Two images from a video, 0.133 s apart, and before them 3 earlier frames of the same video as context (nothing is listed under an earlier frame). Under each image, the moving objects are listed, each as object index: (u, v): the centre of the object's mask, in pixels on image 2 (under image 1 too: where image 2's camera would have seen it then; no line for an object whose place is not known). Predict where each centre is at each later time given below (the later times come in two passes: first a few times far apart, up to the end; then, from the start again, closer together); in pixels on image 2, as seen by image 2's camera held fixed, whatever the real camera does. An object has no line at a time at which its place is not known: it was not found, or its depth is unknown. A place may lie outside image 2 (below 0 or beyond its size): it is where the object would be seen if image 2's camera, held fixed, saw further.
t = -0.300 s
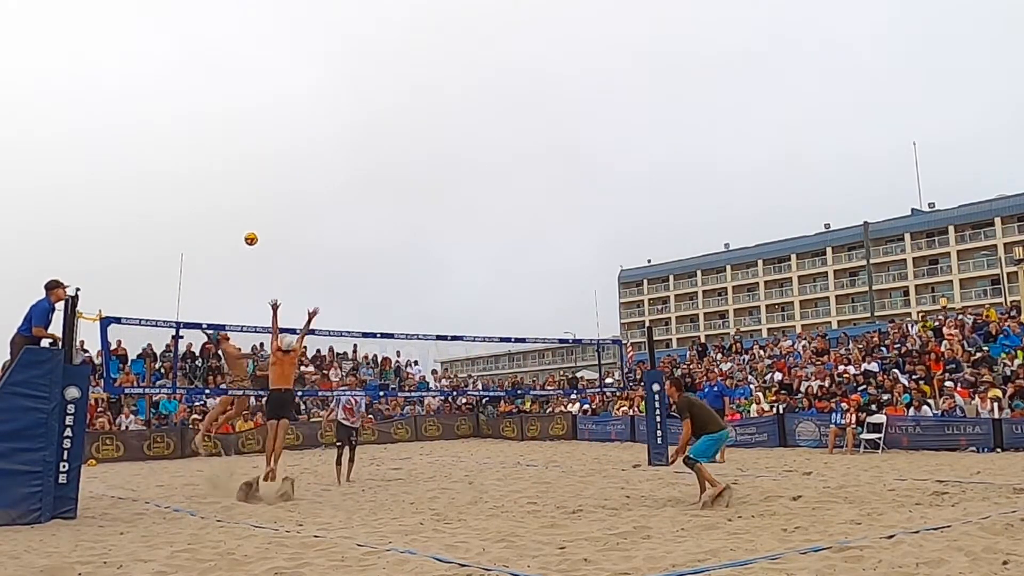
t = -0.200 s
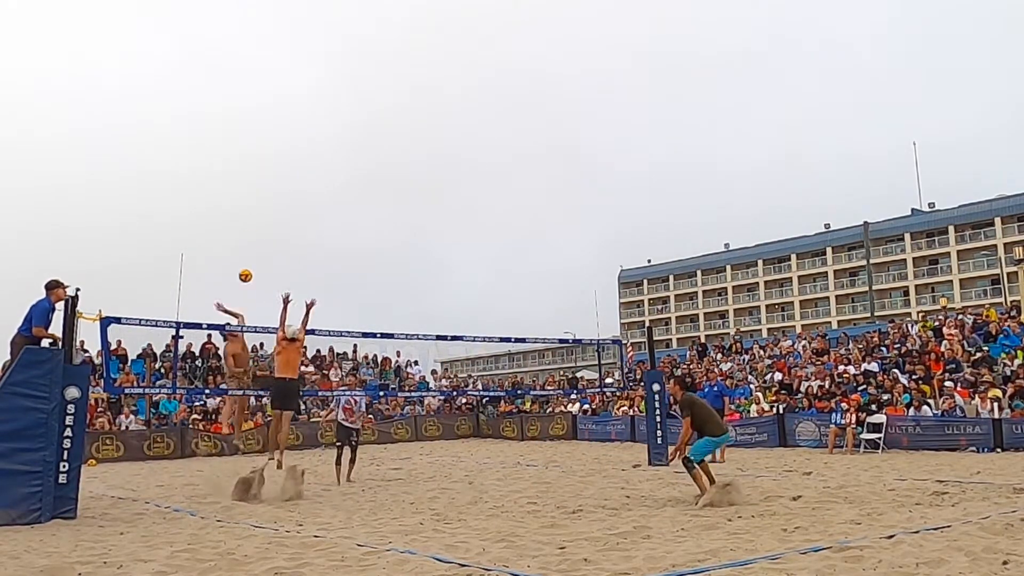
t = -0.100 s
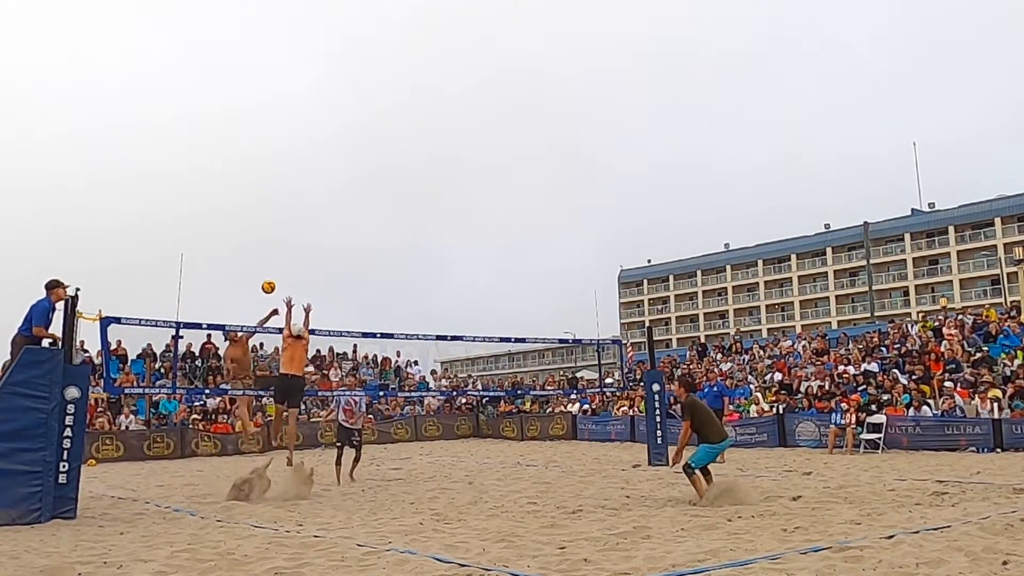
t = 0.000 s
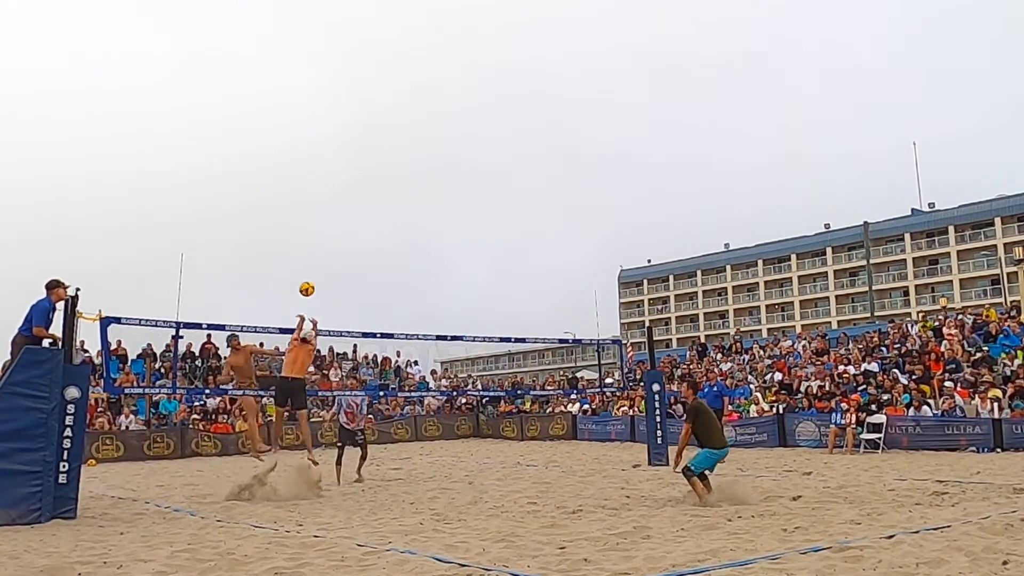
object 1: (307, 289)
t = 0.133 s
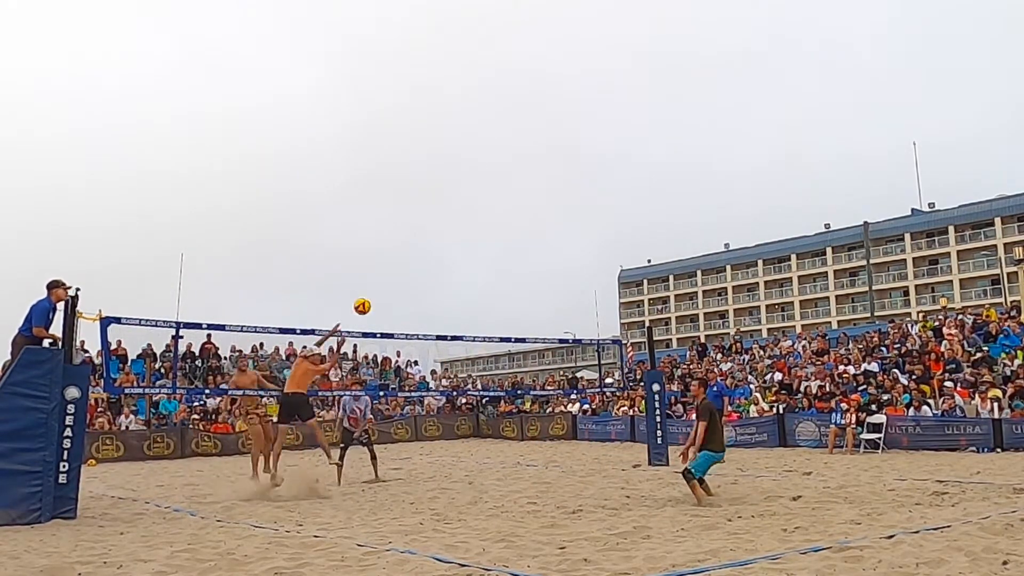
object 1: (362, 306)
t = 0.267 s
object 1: (425, 346)
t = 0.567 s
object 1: (610, 531)
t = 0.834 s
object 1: (843, 527)
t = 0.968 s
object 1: (1006, 568)
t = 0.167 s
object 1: (377, 314)
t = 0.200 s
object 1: (393, 323)
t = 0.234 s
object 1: (409, 333)
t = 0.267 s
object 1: (425, 346)
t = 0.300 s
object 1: (443, 360)
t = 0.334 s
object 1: (461, 376)
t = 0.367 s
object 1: (480, 394)
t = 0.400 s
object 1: (498, 414)
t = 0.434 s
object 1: (519, 438)
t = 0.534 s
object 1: (587, 527)
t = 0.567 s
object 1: (610, 531)
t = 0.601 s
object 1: (634, 525)
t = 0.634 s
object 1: (659, 520)
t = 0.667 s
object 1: (686, 517)
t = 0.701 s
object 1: (714, 515)
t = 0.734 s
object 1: (743, 516)
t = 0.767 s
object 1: (774, 517)
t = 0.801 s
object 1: (807, 521)
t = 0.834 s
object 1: (843, 527)
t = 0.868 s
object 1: (880, 536)
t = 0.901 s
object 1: (920, 548)
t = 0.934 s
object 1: (963, 560)
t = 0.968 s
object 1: (1006, 568)
